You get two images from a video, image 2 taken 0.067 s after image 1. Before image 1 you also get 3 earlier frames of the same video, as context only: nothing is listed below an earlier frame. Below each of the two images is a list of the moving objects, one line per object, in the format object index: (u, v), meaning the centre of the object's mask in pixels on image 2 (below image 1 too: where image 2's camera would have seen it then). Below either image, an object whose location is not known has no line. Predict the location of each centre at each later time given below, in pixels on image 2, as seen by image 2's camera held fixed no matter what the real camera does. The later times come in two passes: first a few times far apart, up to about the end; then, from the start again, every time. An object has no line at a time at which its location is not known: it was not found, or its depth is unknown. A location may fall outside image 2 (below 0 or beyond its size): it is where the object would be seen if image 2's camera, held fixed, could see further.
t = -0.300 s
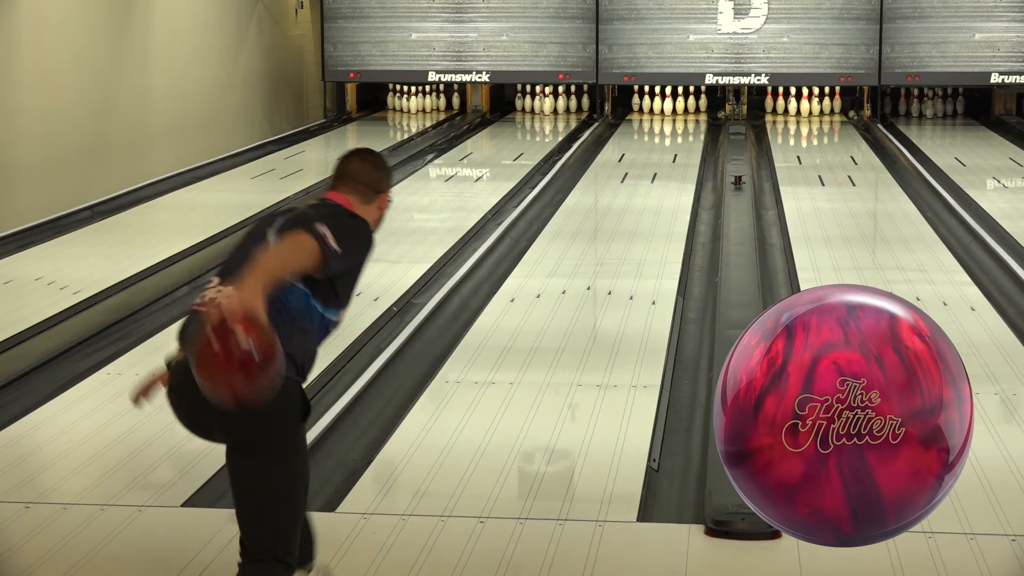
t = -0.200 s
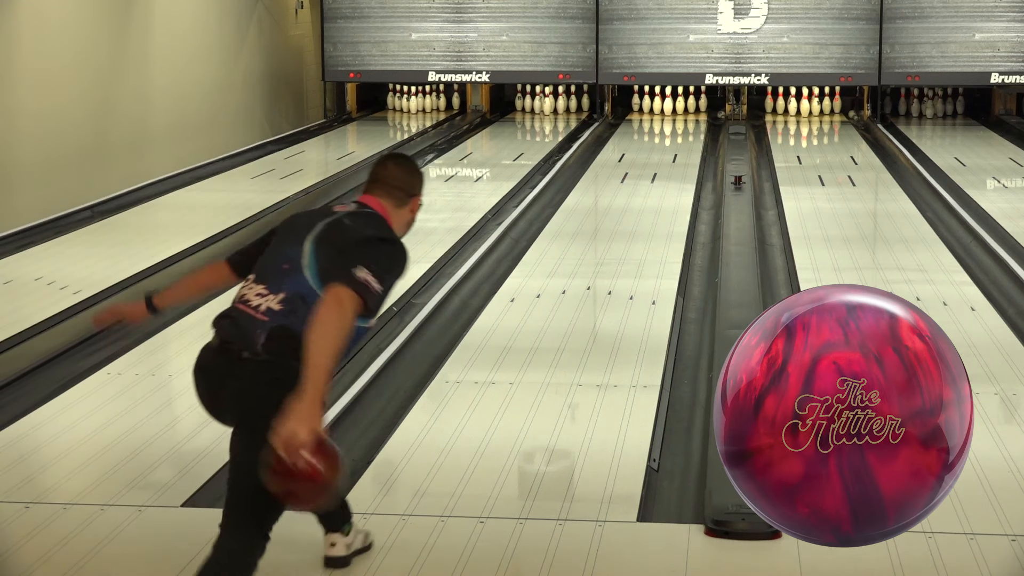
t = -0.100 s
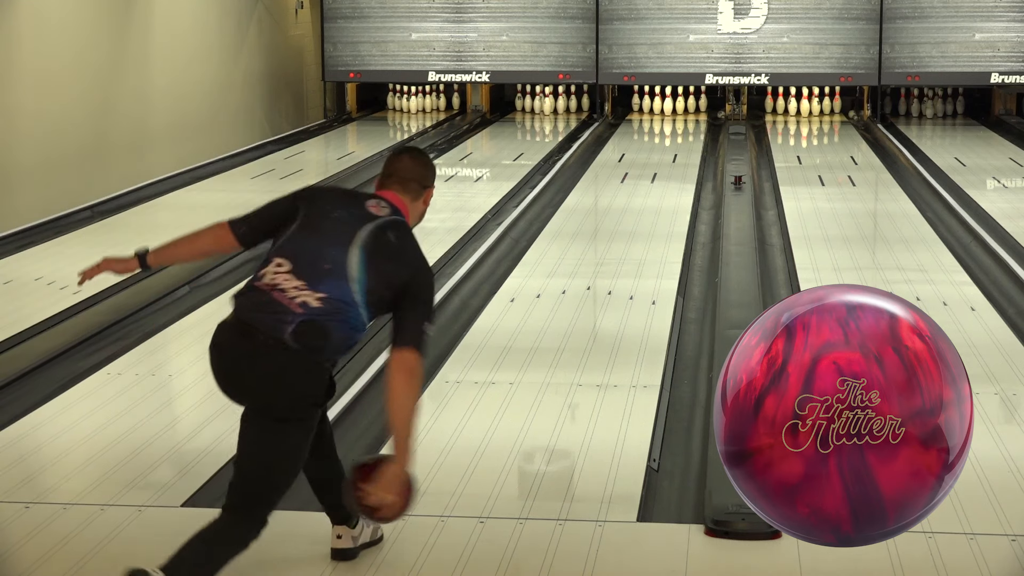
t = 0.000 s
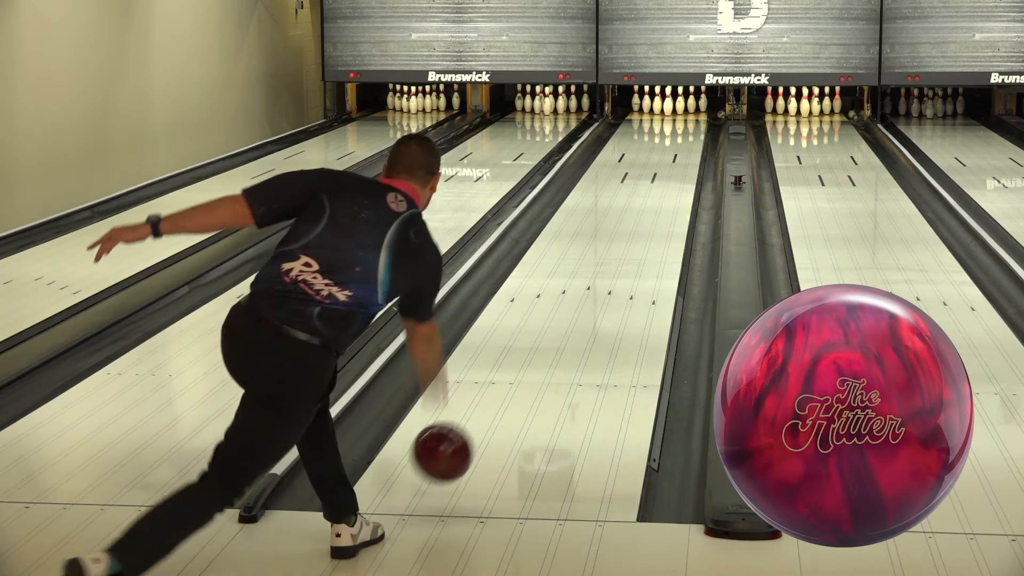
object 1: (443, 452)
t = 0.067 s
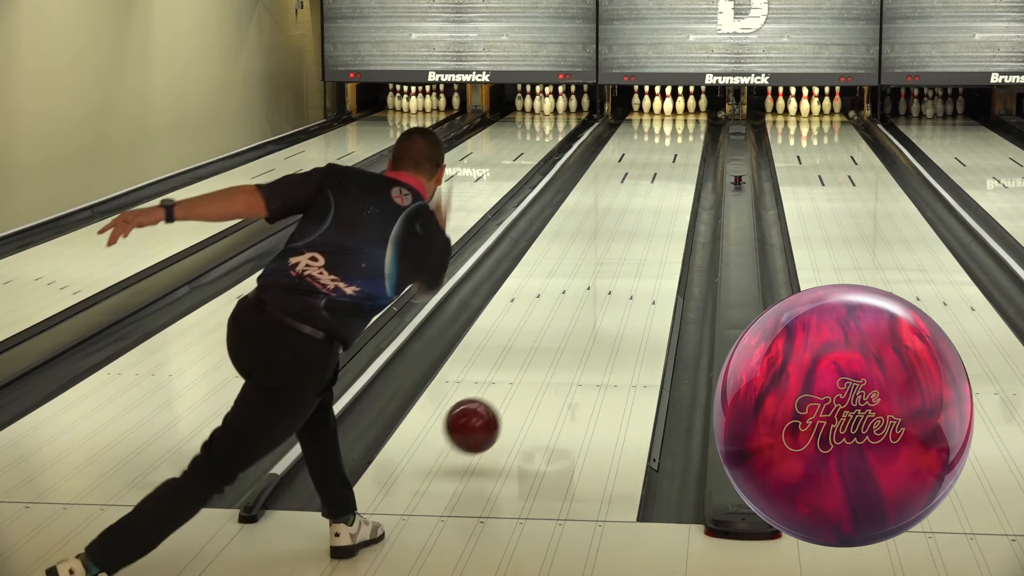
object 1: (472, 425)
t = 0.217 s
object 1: (526, 374)
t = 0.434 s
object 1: (578, 305)
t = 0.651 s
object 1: (615, 256)
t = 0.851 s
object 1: (640, 222)
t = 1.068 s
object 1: (659, 194)
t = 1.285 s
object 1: (674, 172)
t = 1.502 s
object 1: (685, 154)
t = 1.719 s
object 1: (691, 139)
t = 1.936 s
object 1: (691, 126)
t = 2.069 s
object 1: (688, 120)
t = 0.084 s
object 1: (479, 421)
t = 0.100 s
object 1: (486, 418)
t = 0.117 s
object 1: (492, 415)
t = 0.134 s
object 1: (499, 409)
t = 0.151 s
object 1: (504, 400)
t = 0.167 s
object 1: (510, 392)
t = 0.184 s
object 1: (515, 385)
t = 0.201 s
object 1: (520, 379)
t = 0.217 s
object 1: (526, 374)
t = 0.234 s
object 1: (530, 368)
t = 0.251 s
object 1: (535, 362)
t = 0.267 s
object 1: (540, 357)
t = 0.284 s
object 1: (544, 351)
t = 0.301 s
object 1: (548, 345)
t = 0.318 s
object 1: (552, 340)
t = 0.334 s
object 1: (557, 334)
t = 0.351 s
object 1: (561, 329)
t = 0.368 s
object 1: (565, 324)
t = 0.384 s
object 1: (568, 319)
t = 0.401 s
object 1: (572, 314)
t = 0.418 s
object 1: (575, 309)
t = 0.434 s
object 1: (578, 305)
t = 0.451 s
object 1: (582, 300)
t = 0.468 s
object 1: (585, 296)
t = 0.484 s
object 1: (589, 292)
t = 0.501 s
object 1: (592, 288)
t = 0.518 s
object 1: (595, 284)
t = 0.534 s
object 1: (597, 280)
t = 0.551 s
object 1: (600, 277)
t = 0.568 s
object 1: (603, 273)
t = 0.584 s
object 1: (605, 269)
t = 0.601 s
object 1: (608, 266)
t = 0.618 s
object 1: (611, 263)
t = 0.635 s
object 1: (613, 260)
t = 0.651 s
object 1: (615, 256)
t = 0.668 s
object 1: (618, 253)
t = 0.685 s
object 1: (620, 250)
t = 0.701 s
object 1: (622, 247)
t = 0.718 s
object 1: (624, 244)
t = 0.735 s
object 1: (627, 241)
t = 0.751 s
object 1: (629, 238)
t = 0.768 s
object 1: (631, 235)
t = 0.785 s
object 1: (632, 233)
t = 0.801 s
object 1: (634, 230)
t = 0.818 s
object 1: (636, 227)
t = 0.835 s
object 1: (638, 225)
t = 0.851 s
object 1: (640, 222)
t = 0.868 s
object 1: (642, 220)
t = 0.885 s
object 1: (643, 218)
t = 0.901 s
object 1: (645, 215)
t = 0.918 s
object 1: (647, 213)
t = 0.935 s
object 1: (648, 211)
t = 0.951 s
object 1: (650, 209)
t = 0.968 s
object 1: (651, 206)
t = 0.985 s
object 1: (653, 204)
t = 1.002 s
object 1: (654, 202)
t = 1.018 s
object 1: (655, 200)
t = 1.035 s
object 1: (657, 198)
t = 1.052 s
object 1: (658, 196)
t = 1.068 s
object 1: (659, 194)
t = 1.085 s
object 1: (661, 192)
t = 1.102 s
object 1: (662, 190)
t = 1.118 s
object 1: (663, 189)
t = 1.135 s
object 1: (664, 187)
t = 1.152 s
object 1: (666, 185)
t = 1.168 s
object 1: (667, 183)
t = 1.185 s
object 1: (668, 181)
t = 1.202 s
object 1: (669, 180)
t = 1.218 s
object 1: (670, 178)
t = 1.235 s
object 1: (671, 176)
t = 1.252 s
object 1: (672, 175)
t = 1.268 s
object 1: (673, 173)
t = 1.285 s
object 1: (674, 172)
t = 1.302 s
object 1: (675, 170)
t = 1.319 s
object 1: (676, 169)
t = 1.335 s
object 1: (677, 167)
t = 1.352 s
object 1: (678, 166)
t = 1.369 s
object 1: (679, 164)
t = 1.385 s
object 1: (680, 163)
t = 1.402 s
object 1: (680, 162)
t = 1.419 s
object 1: (681, 160)
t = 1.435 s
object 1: (682, 159)
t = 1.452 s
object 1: (683, 157)
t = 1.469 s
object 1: (683, 156)
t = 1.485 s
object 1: (684, 155)
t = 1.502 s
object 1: (685, 154)
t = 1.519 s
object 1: (685, 152)
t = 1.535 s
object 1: (686, 151)
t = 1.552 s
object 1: (687, 150)
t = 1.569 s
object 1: (687, 148)
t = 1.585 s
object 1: (688, 147)
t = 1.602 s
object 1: (688, 146)
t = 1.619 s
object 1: (689, 145)
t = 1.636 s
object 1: (689, 144)
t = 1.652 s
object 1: (690, 143)
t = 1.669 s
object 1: (690, 142)
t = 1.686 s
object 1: (690, 141)
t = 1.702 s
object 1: (691, 140)
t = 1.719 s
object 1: (691, 139)
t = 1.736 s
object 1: (691, 137)
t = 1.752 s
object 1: (692, 136)
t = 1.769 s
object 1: (692, 136)
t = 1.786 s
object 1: (692, 135)
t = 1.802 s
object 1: (692, 134)
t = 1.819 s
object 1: (692, 133)
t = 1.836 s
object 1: (692, 132)
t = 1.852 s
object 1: (692, 131)
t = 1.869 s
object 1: (692, 130)
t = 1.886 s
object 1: (692, 129)
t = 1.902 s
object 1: (691, 128)
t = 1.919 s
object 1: (691, 127)
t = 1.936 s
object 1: (691, 126)
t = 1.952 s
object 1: (691, 126)
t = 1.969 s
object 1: (690, 125)
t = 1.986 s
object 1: (690, 124)
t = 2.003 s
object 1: (689, 123)
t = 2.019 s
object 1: (689, 122)
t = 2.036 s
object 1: (689, 122)
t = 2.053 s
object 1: (688, 121)
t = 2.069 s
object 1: (688, 120)
